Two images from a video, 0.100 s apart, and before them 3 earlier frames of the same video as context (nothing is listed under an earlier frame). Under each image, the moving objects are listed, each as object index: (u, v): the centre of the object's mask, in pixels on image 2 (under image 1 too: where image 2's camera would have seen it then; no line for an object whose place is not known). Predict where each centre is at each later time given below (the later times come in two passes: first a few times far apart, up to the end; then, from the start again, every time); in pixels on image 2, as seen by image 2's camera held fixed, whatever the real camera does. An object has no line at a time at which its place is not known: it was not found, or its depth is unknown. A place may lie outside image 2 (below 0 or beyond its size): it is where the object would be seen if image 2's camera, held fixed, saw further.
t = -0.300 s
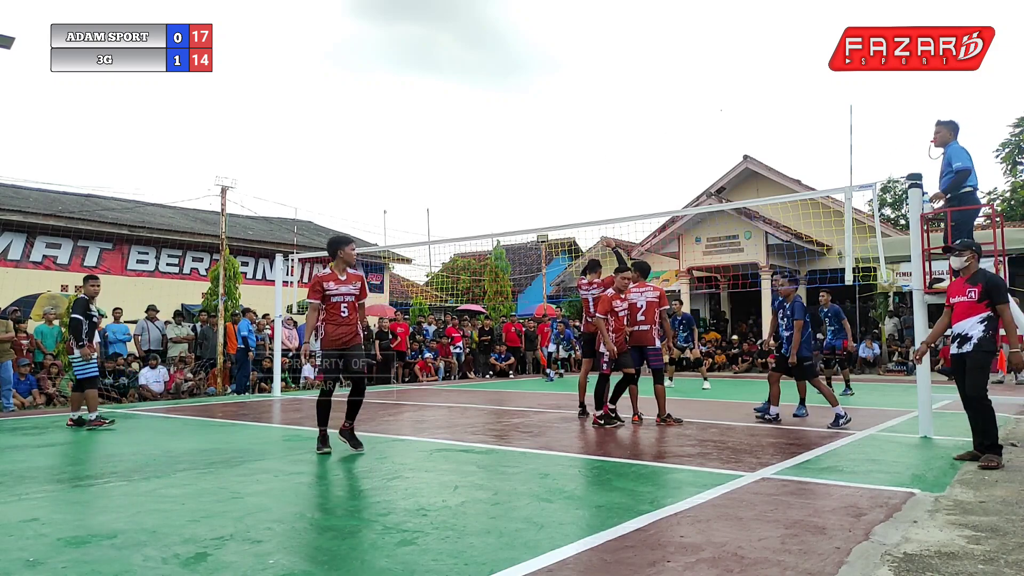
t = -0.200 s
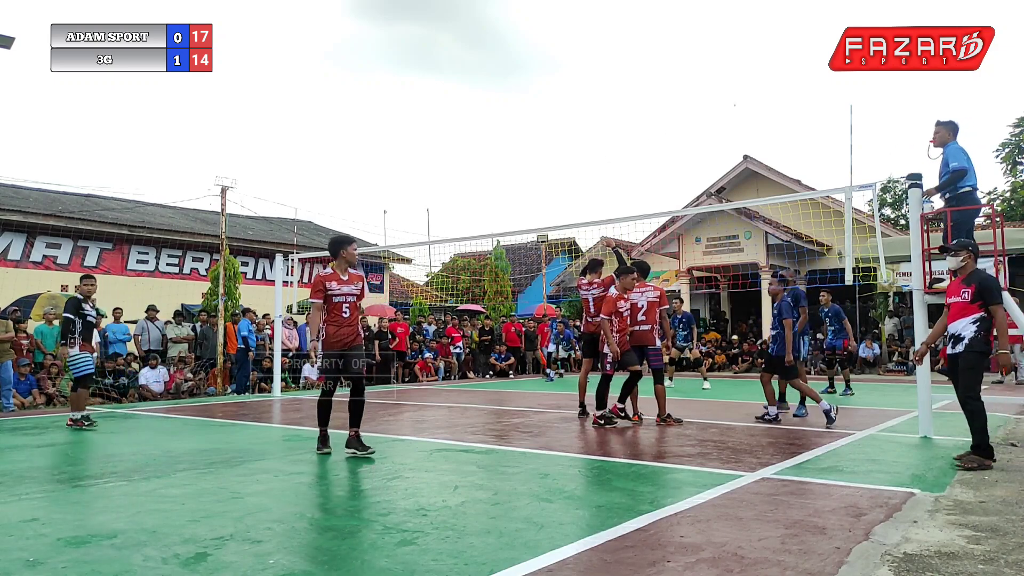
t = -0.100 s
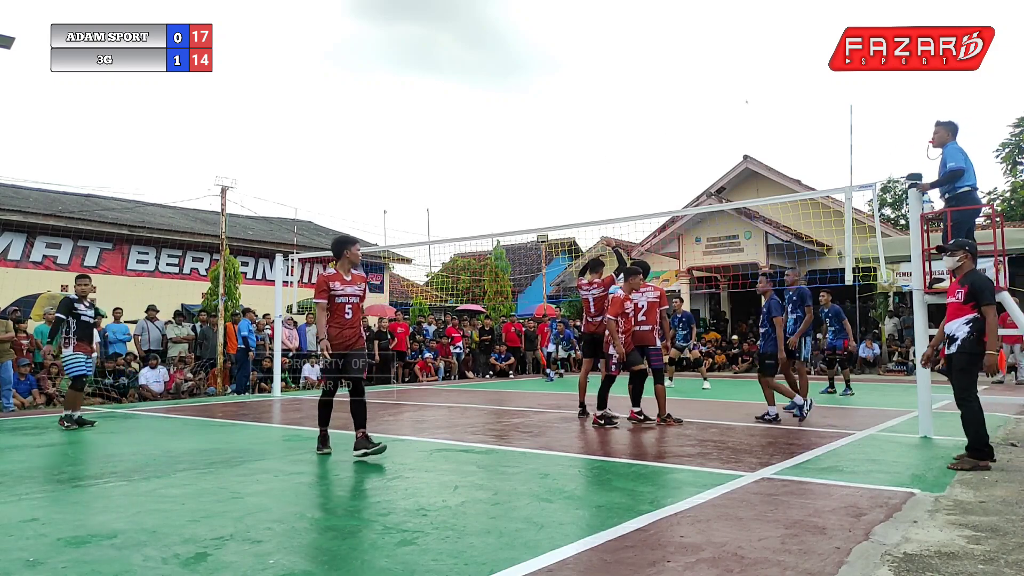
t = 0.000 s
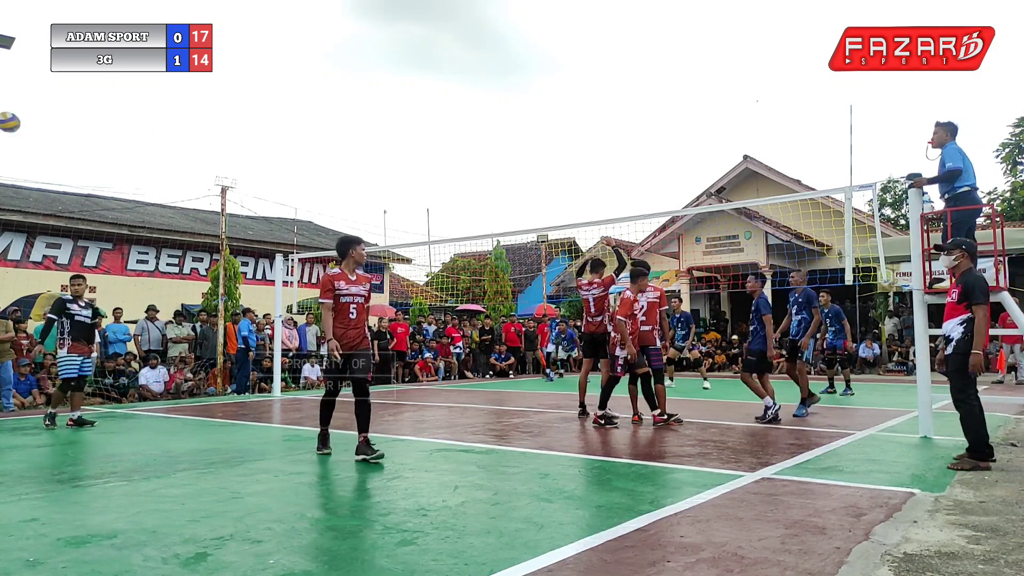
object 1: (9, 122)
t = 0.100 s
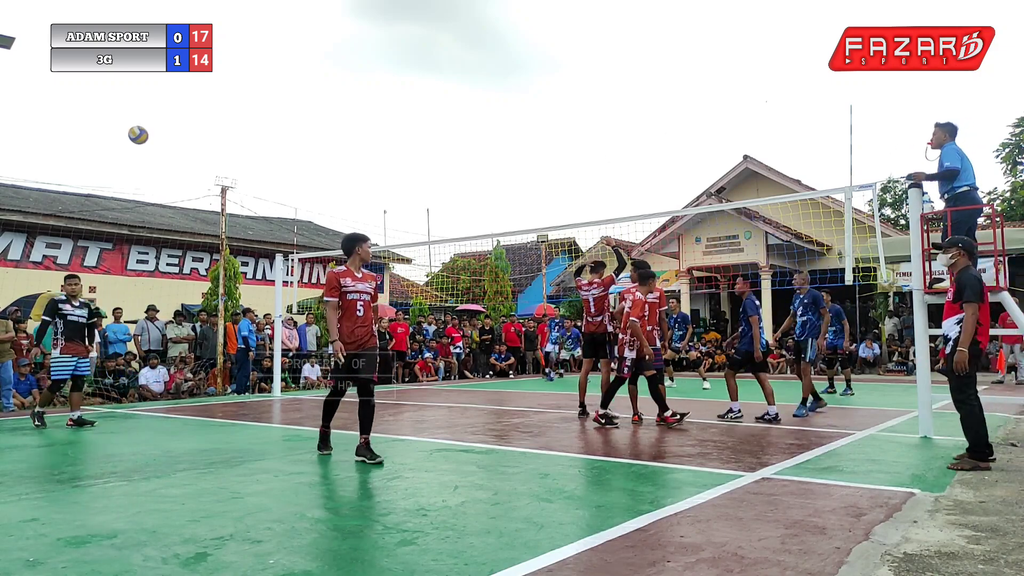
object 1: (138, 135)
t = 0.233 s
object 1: (275, 161)
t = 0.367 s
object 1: (383, 195)
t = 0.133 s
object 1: (176, 141)
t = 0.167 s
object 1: (211, 147)
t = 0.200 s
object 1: (244, 154)
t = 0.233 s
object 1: (275, 161)
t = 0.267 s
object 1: (304, 169)
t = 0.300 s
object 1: (332, 178)
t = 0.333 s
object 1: (358, 186)
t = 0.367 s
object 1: (383, 195)
